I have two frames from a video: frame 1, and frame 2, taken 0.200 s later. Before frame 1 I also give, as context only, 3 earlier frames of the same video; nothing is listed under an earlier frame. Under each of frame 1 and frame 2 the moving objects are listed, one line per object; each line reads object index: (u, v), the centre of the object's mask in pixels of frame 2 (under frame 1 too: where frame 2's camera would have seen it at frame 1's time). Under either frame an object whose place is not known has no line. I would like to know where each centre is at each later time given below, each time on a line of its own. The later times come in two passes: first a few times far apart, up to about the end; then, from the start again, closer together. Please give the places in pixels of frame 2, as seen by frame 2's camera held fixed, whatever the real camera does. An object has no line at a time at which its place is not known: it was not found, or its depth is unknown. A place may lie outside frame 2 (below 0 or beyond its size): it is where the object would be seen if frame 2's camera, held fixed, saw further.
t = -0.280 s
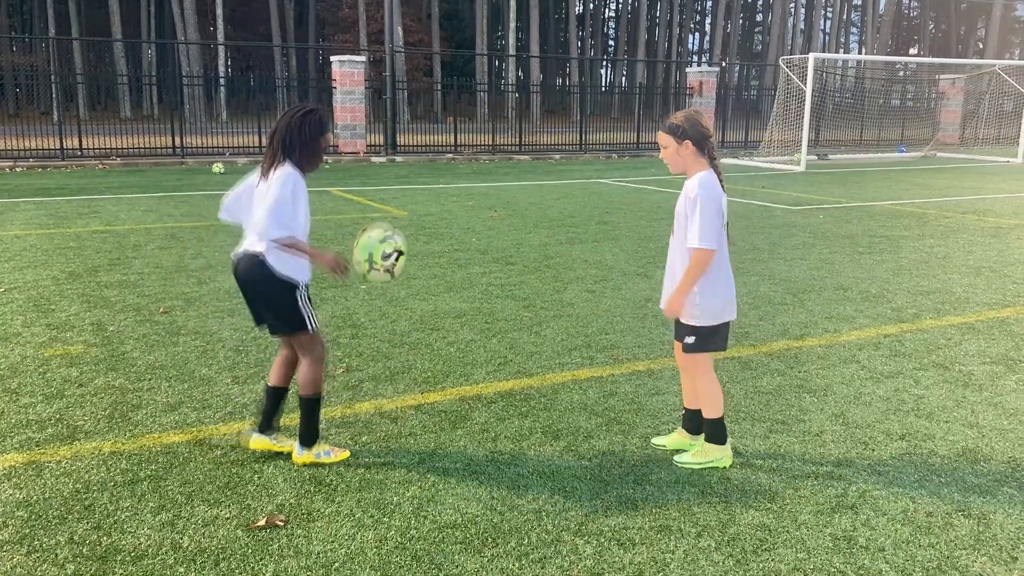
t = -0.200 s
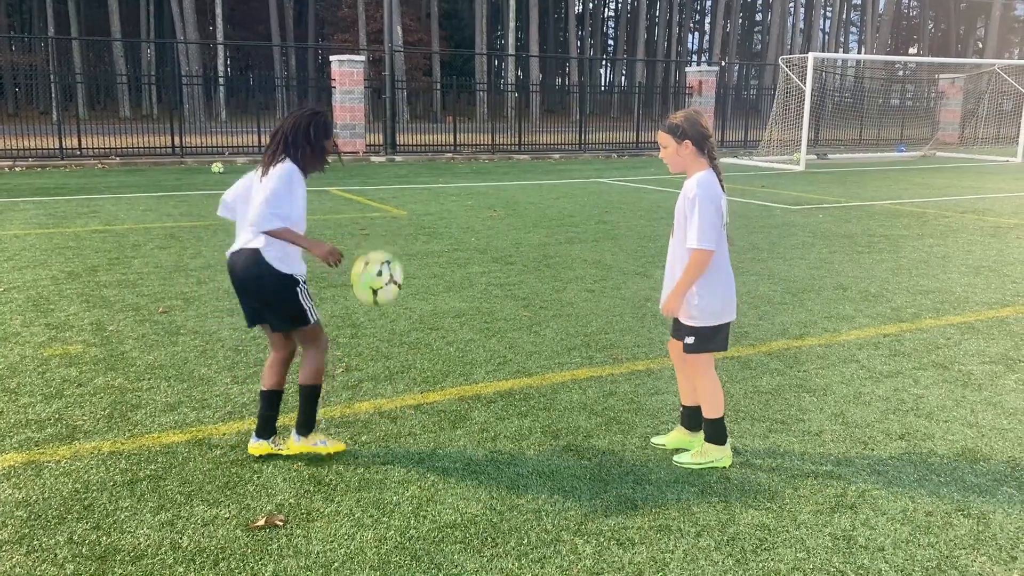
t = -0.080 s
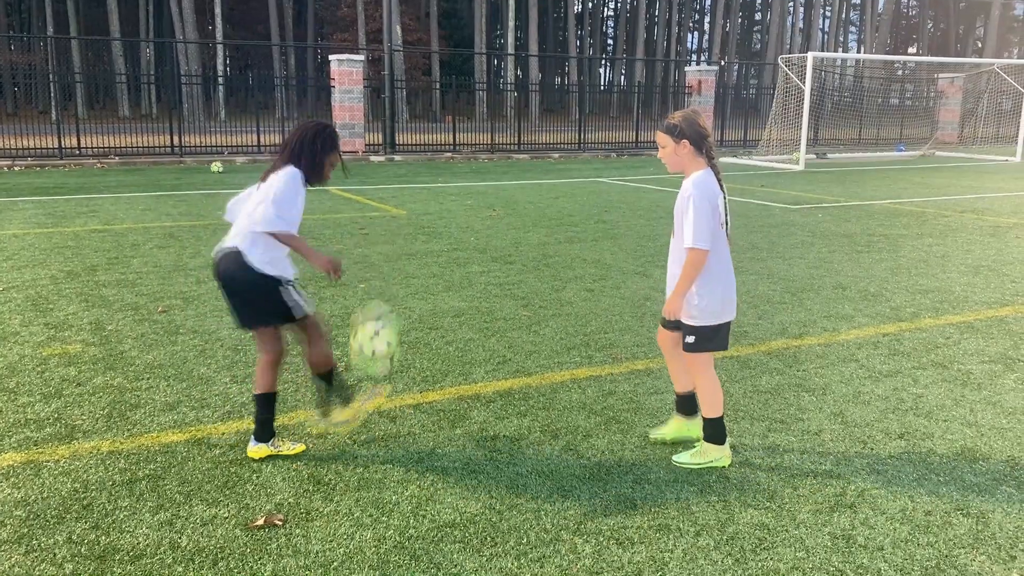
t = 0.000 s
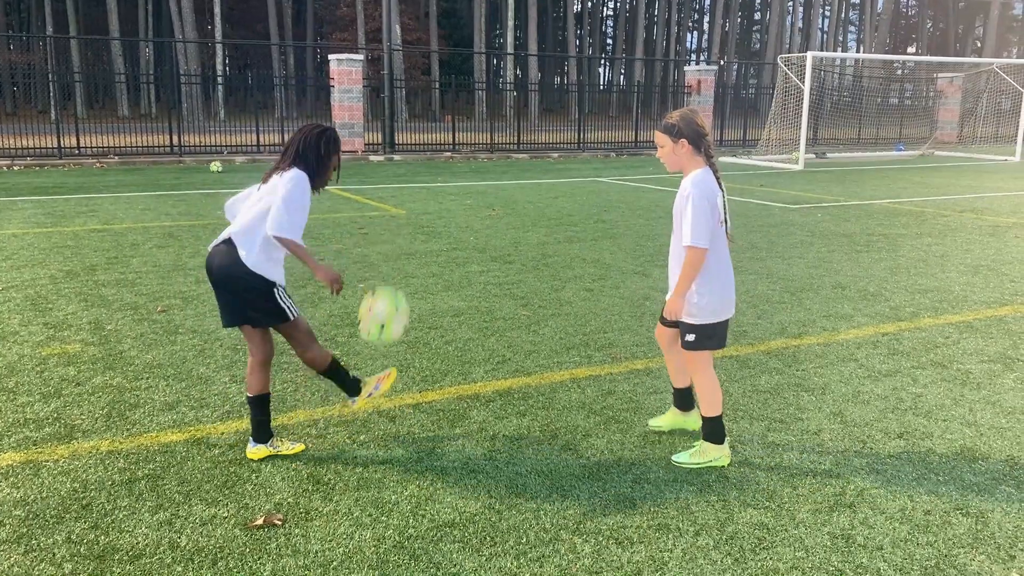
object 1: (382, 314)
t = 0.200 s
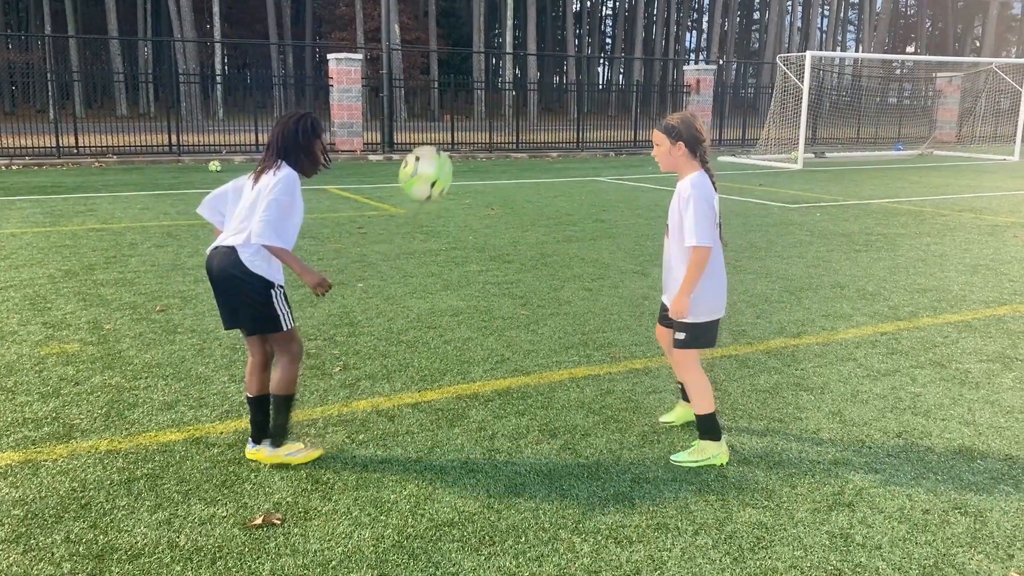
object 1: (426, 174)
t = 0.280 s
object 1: (443, 141)
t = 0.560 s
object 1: (508, 145)
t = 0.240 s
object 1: (433, 158)
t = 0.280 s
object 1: (443, 141)
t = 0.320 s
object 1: (452, 129)
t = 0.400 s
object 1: (471, 120)
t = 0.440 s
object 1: (478, 120)
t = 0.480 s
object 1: (487, 123)
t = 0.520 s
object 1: (497, 130)
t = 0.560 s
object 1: (508, 145)
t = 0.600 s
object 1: (516, 156)
